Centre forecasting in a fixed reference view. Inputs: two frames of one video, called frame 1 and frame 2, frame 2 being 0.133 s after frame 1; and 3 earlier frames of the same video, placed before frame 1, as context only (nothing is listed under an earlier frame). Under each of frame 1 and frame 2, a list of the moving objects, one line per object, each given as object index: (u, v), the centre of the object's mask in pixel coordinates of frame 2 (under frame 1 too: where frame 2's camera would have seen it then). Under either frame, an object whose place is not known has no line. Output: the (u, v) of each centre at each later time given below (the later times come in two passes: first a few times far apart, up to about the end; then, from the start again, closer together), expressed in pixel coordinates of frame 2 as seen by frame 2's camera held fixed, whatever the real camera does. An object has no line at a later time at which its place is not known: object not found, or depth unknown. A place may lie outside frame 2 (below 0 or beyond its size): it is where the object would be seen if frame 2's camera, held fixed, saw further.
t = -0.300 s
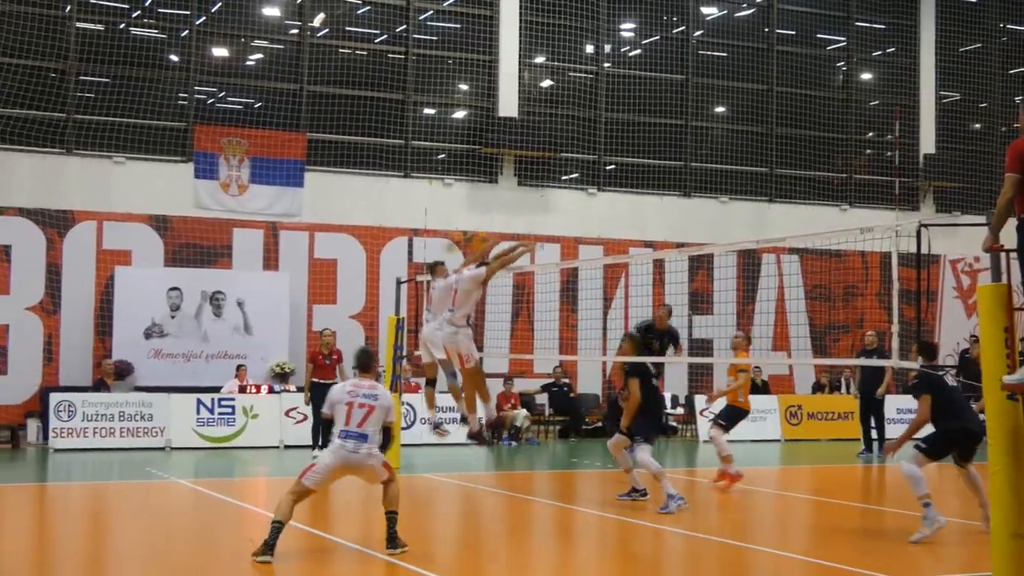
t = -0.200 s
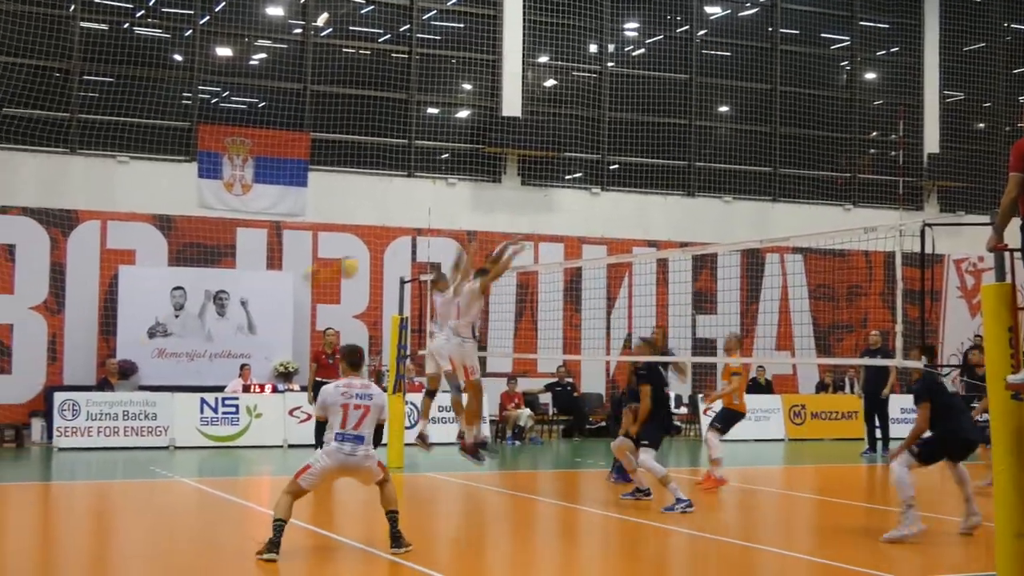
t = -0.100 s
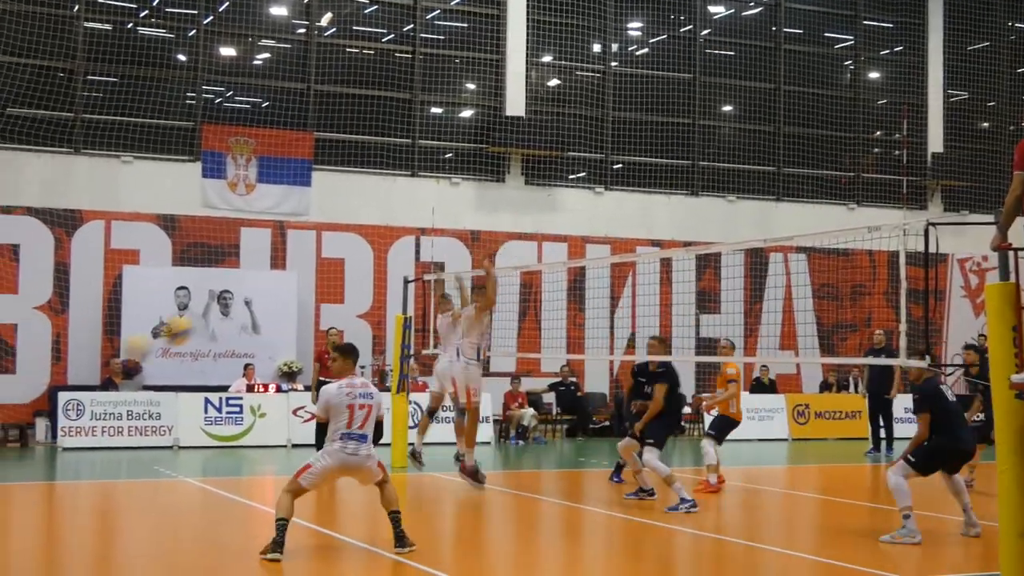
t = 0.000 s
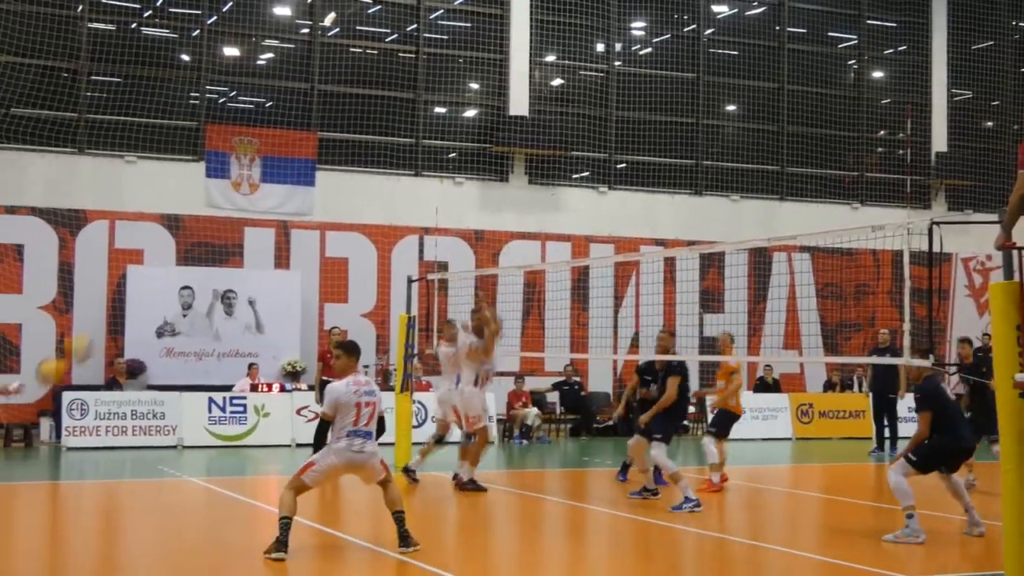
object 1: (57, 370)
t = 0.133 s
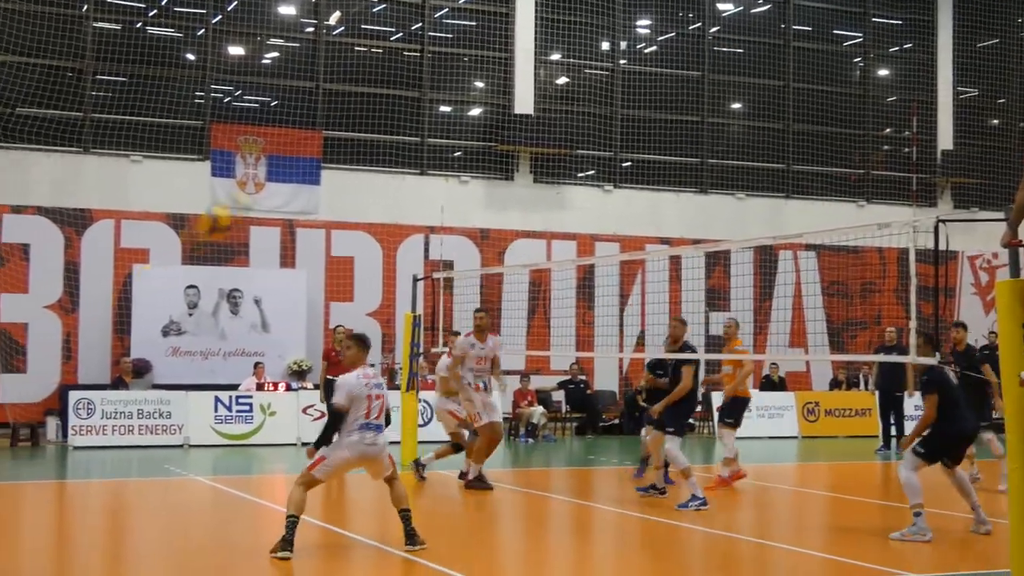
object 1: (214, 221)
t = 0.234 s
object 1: (316, 142)
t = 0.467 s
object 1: (516, 34)
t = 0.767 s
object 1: (735, 13)
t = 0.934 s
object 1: (837, 42)
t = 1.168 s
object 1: (966, 133)
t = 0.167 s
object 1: (255, 187)
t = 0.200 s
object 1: (278, 170)
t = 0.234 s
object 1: (316, 142)
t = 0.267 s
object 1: (346, 120)
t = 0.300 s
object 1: (372, 104)
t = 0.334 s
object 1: (407, 85)
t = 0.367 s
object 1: (435, 71)
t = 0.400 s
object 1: (462, 57)
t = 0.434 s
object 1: (491, 44)
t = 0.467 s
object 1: (516, 34)
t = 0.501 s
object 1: (541, 26)
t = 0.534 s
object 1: (569, 19)
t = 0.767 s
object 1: (735, 13)
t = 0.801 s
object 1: (759, 16)
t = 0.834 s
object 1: (780, 19)
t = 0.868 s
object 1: (796, 23)
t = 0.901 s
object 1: (819, 32)
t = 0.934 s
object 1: (837, 42)
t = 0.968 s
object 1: (856, 49)
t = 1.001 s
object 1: (877, 61)
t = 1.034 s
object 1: (894, 73)
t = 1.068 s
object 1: (912, 86)
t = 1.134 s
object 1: (948, 116)
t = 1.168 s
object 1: (966, 133)
